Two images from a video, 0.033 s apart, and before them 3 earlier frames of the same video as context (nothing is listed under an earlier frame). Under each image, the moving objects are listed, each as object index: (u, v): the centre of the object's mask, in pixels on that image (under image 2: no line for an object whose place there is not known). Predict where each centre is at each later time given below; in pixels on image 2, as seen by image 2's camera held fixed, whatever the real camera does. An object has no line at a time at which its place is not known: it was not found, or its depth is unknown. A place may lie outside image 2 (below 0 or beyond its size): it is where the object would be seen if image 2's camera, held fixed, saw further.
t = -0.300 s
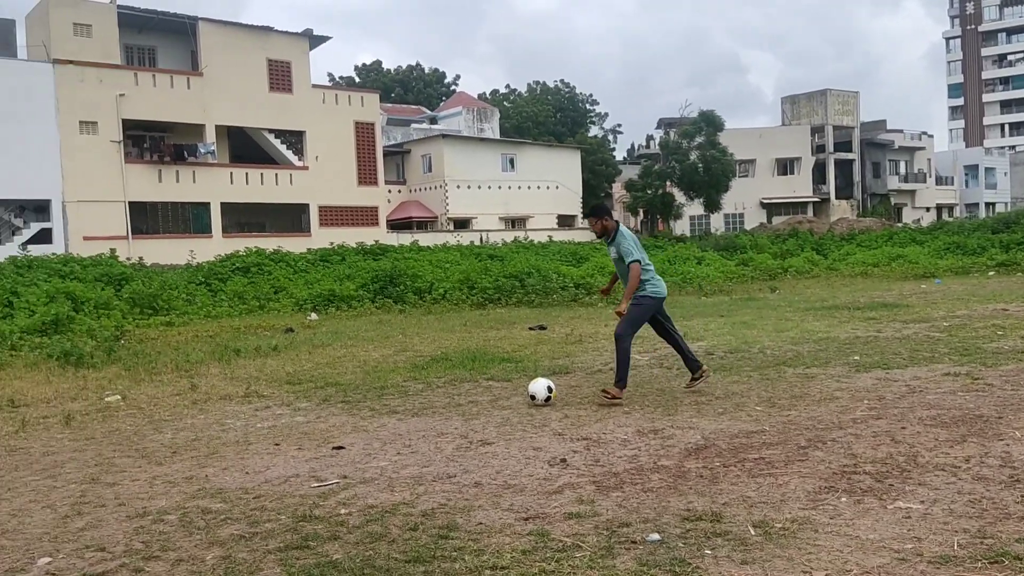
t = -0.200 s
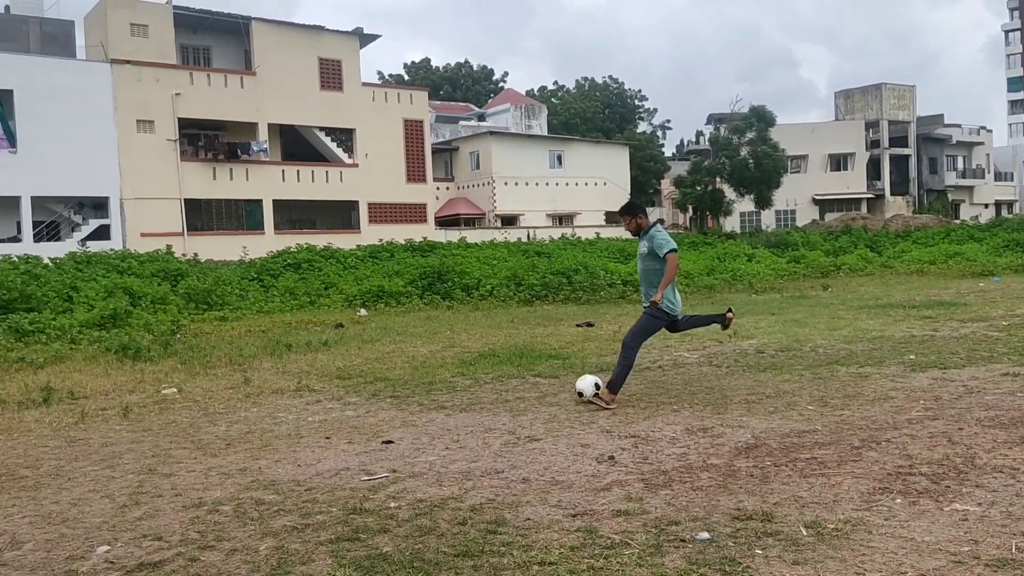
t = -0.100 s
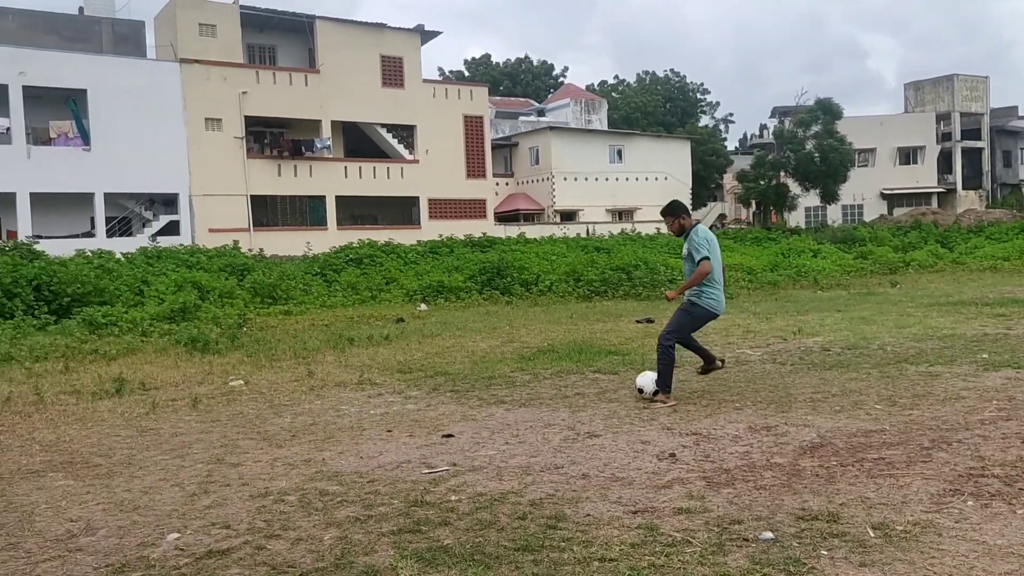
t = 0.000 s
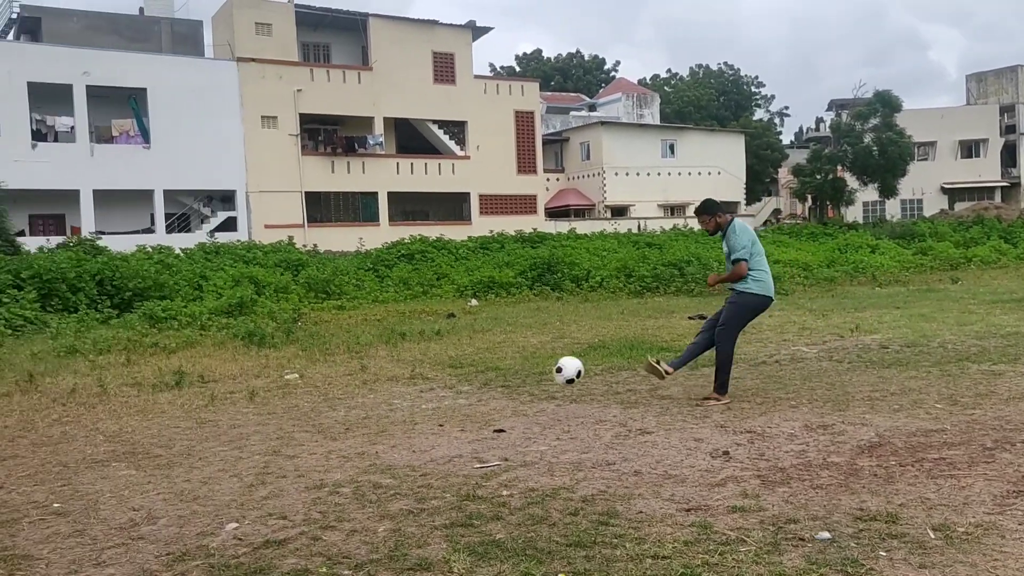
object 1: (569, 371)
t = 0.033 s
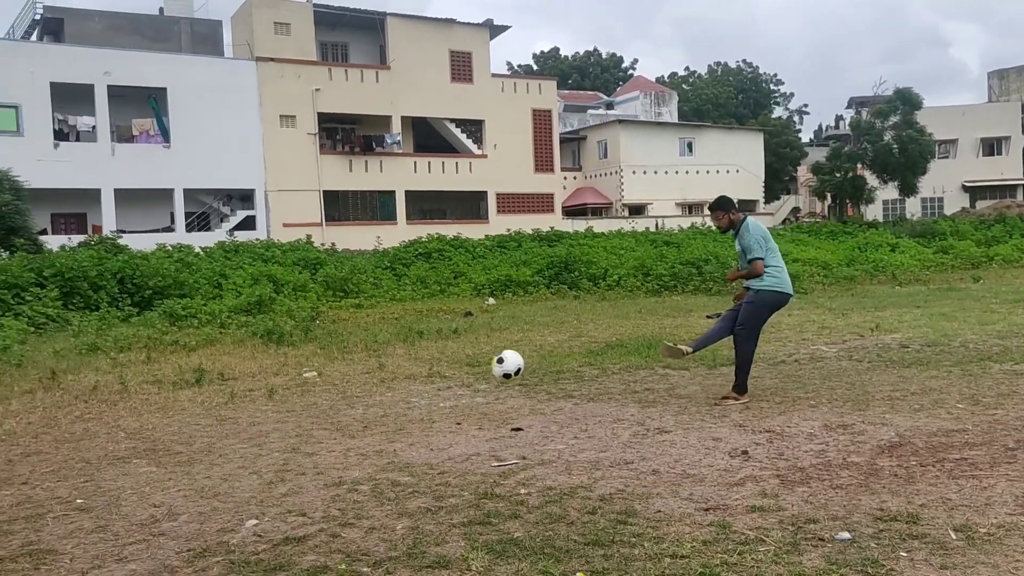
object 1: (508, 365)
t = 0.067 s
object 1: (425, 362)
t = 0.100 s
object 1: (334, 359)
